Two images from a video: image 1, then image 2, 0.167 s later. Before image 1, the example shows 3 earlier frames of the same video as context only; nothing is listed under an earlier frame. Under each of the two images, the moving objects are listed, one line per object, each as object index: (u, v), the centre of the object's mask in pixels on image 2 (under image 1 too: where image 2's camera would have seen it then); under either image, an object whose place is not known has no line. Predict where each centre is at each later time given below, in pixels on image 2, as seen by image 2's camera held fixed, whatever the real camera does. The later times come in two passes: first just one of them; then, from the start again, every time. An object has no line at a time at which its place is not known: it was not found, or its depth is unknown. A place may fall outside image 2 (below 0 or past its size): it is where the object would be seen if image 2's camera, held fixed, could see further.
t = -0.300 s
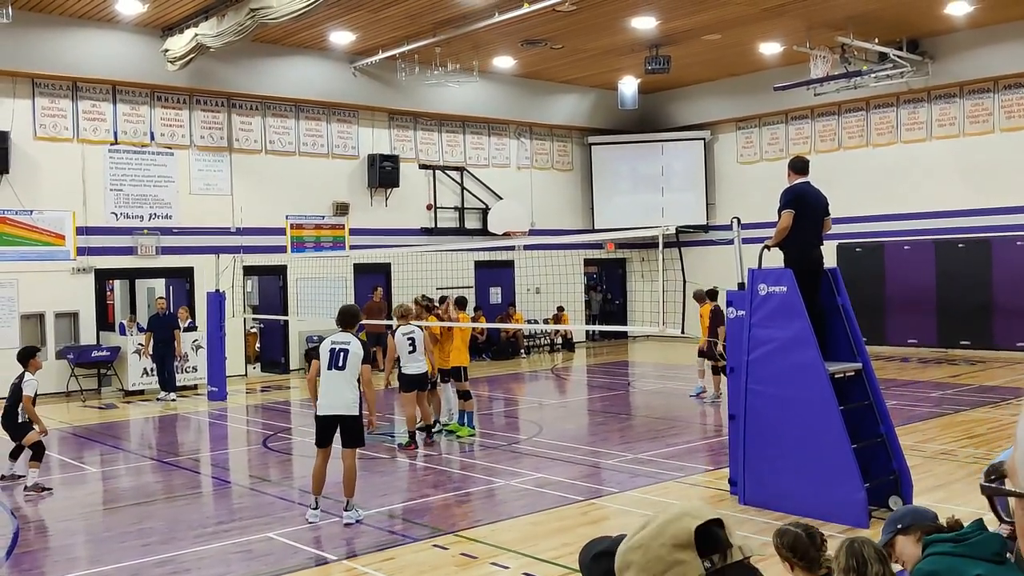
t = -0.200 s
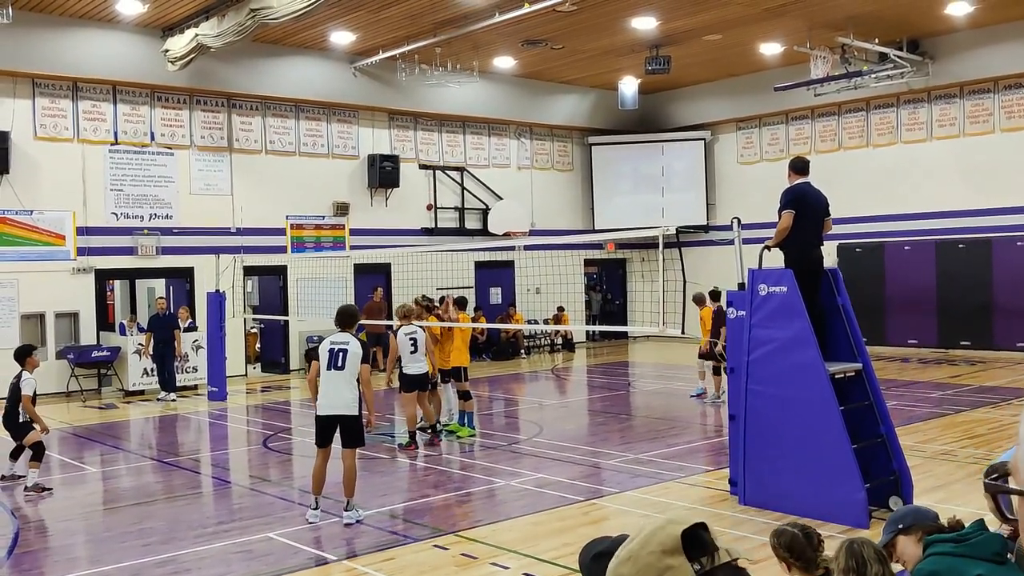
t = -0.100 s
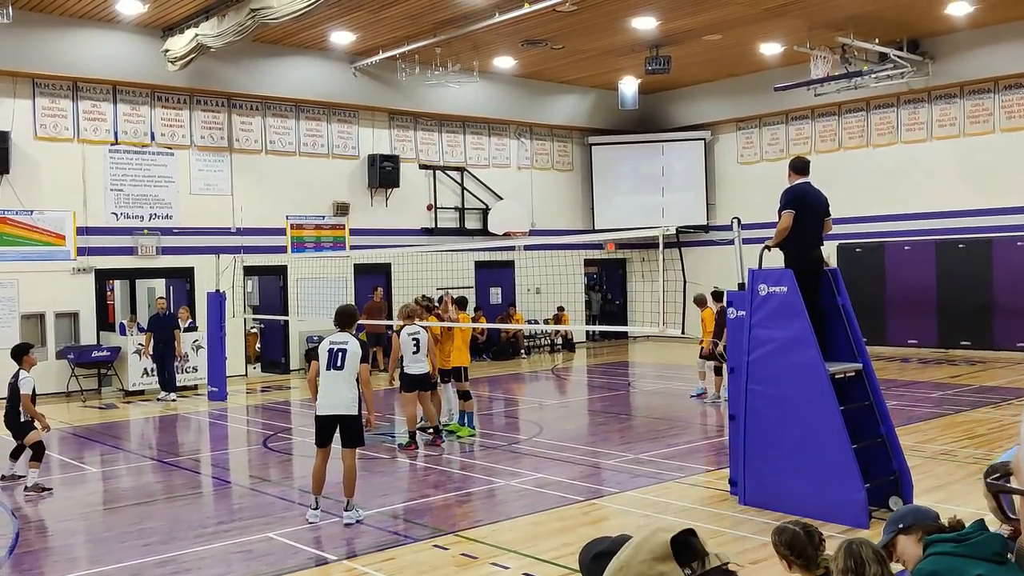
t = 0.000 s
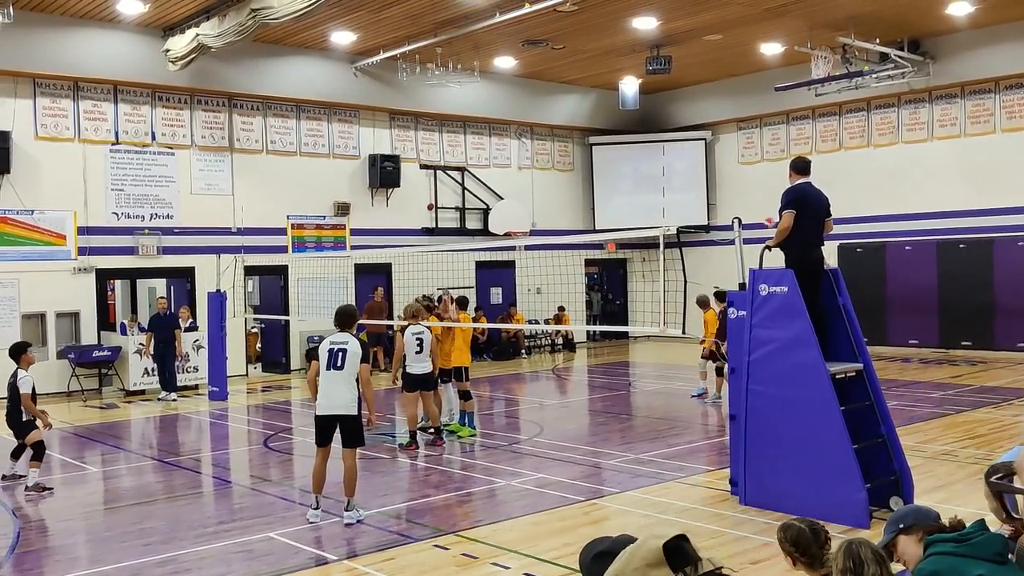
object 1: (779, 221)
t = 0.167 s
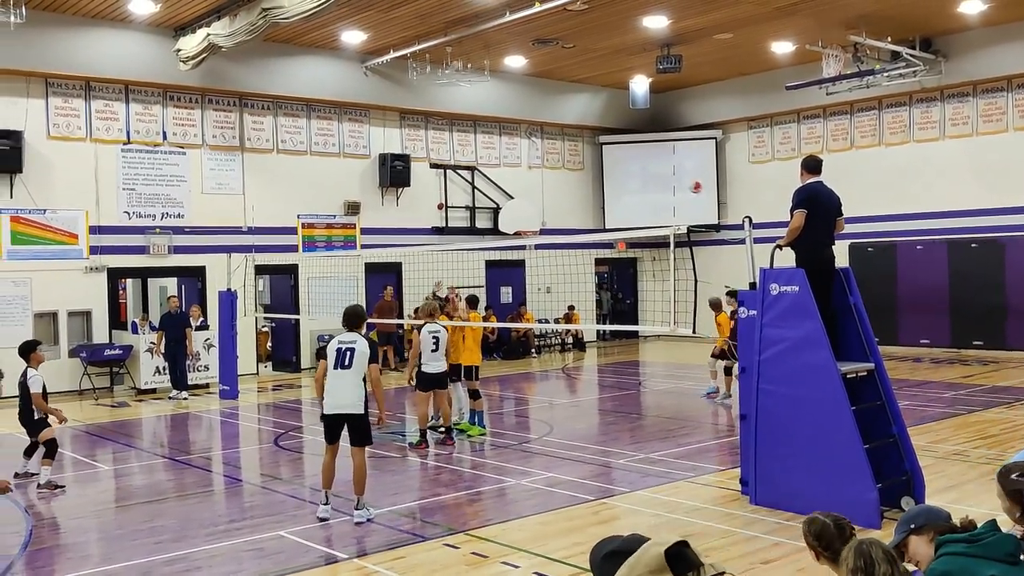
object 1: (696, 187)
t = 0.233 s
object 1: (659, 176)
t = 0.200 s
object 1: (678, 182)
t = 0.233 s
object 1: (659, 176)
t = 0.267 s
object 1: (641, 172)
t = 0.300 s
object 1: (622, 168)
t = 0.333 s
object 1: (604, 164)
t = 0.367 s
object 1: (585, 162)
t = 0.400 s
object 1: (566, 160)
